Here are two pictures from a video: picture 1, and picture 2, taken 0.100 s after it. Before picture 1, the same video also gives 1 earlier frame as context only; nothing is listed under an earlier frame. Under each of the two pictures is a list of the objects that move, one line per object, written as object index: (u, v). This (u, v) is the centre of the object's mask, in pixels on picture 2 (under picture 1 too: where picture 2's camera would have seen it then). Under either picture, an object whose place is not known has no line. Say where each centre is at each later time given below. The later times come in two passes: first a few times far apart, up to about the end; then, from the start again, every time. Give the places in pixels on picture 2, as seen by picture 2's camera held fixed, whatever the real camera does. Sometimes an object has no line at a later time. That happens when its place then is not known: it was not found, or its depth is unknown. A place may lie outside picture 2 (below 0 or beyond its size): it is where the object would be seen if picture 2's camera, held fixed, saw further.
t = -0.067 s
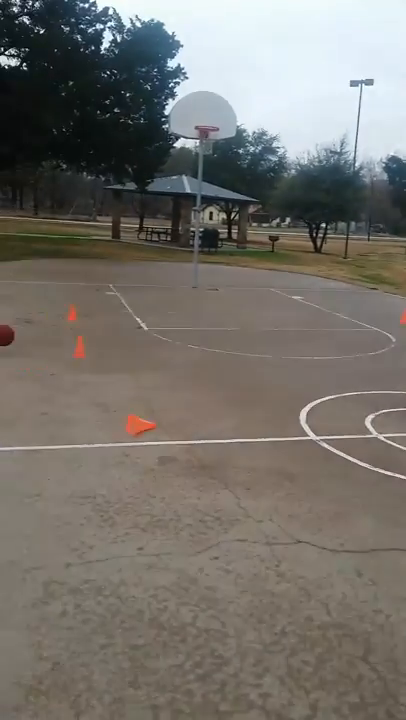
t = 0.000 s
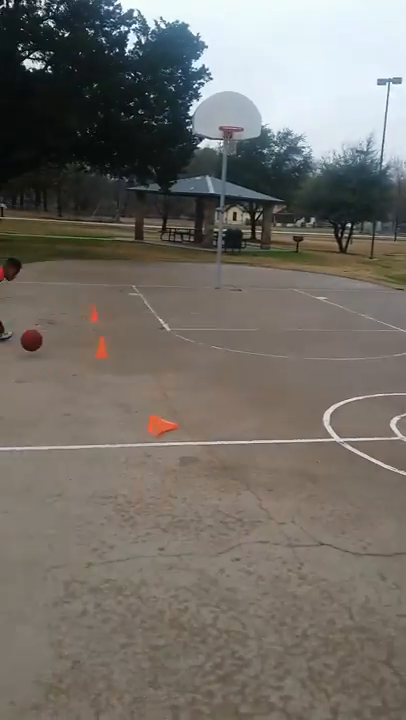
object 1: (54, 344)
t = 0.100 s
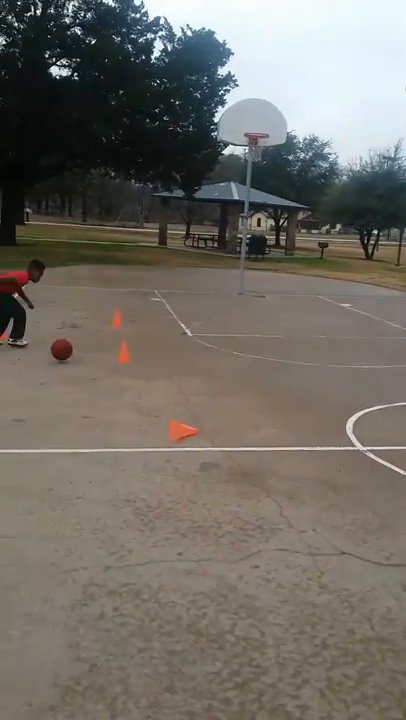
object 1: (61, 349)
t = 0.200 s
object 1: (69, 348)
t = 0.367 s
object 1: (83, 356)
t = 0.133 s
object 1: (64, 348)
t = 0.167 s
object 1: (67, 348)
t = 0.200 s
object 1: (69, 348)
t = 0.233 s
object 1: (72, 350)
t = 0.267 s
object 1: (75, 353)
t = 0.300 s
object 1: (78, 356)
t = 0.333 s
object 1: (80, 358)
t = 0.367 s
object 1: (83, 356)
